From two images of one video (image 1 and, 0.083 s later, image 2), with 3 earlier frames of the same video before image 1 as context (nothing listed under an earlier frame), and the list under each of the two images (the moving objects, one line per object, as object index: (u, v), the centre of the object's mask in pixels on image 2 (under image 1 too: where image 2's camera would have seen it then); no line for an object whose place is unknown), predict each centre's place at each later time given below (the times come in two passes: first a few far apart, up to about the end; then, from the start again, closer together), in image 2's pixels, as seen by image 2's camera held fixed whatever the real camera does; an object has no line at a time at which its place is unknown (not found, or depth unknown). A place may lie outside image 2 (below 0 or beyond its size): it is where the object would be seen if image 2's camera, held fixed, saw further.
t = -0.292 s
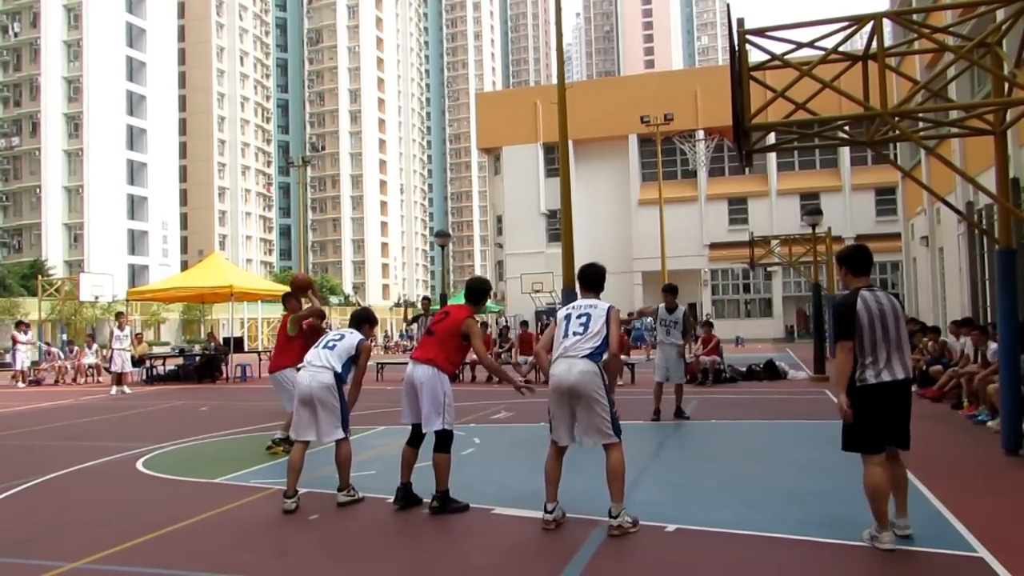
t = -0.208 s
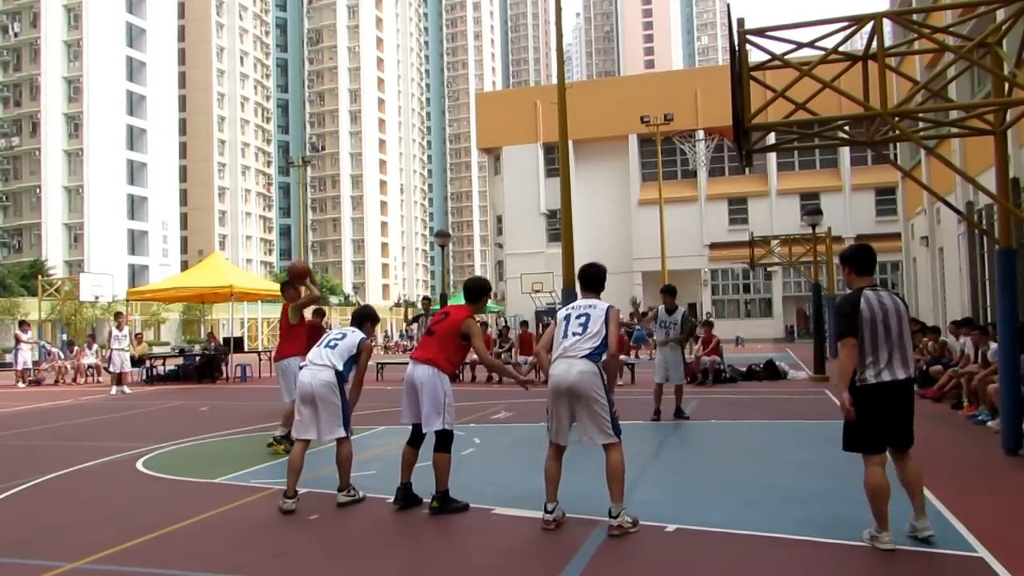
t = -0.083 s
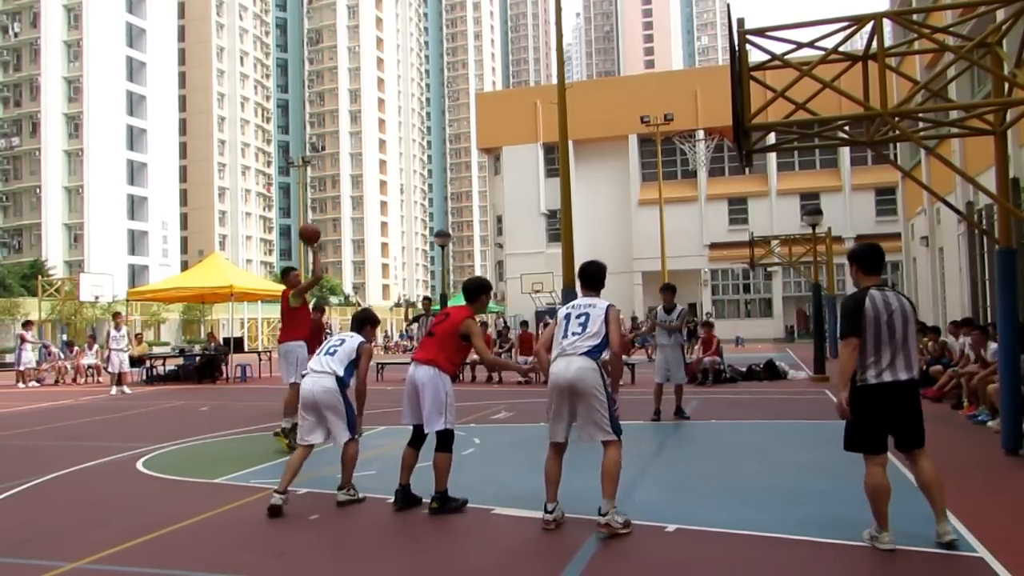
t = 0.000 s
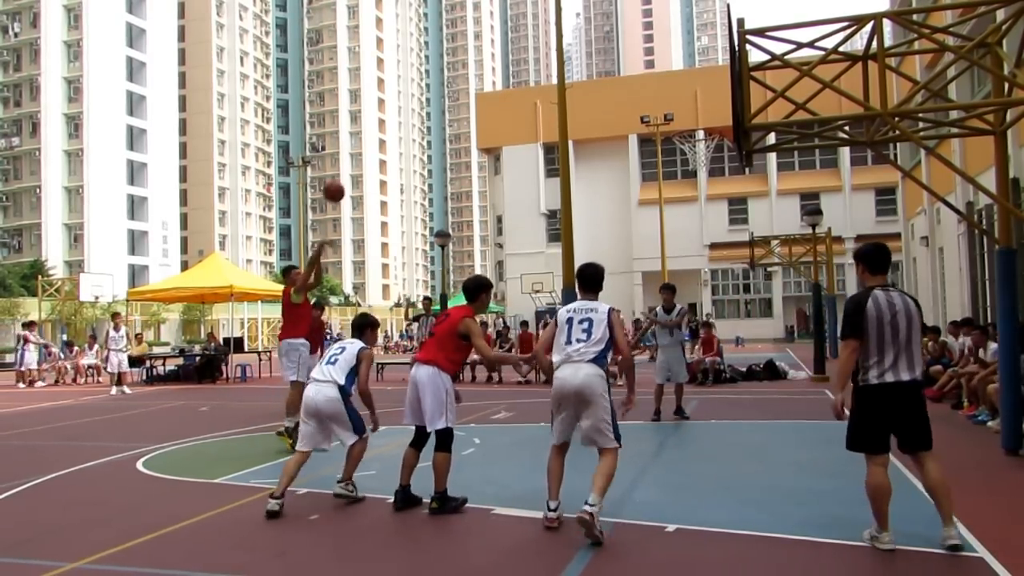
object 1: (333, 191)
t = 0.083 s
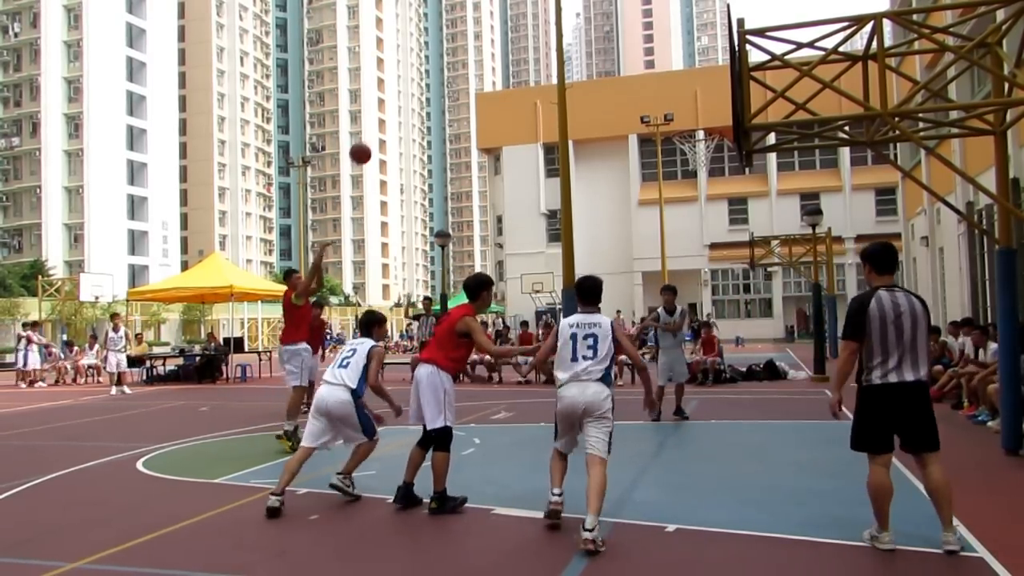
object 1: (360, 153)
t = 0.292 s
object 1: (429, 82)
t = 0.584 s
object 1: (532, 44)
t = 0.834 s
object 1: (627, 73)
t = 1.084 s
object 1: (709, 155)
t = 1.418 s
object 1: (673, 200)
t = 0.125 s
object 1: (374, 136)
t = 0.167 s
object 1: (387, 120)
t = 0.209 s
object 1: (401, 106)
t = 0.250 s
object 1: (415, 93)
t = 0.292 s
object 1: (429, 82)
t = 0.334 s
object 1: (443, 72)
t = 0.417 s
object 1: (472, 57)
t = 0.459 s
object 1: (486, 51)
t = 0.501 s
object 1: (501, 47)
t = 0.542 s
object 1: (516, 45)
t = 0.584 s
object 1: (532, 44)
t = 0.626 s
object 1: (547, 44)
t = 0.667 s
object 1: (563, 47)
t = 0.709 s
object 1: (578, 51)
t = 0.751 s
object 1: (595, 57)
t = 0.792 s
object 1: (611, 64)
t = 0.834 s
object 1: (627, 73)
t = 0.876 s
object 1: (644, 84)
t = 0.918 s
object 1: (661, 97)
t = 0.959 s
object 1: (678, 112)
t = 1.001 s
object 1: (696, 128)
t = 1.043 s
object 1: (708, 140)
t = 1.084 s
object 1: (709, 155)
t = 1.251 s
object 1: (690, 168)
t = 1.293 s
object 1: (686, 173)
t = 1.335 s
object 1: (682, 180)
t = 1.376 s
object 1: (677, 190)
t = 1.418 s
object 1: (673, 200)
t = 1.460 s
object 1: (668, 213)
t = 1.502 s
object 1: (664, 226)
